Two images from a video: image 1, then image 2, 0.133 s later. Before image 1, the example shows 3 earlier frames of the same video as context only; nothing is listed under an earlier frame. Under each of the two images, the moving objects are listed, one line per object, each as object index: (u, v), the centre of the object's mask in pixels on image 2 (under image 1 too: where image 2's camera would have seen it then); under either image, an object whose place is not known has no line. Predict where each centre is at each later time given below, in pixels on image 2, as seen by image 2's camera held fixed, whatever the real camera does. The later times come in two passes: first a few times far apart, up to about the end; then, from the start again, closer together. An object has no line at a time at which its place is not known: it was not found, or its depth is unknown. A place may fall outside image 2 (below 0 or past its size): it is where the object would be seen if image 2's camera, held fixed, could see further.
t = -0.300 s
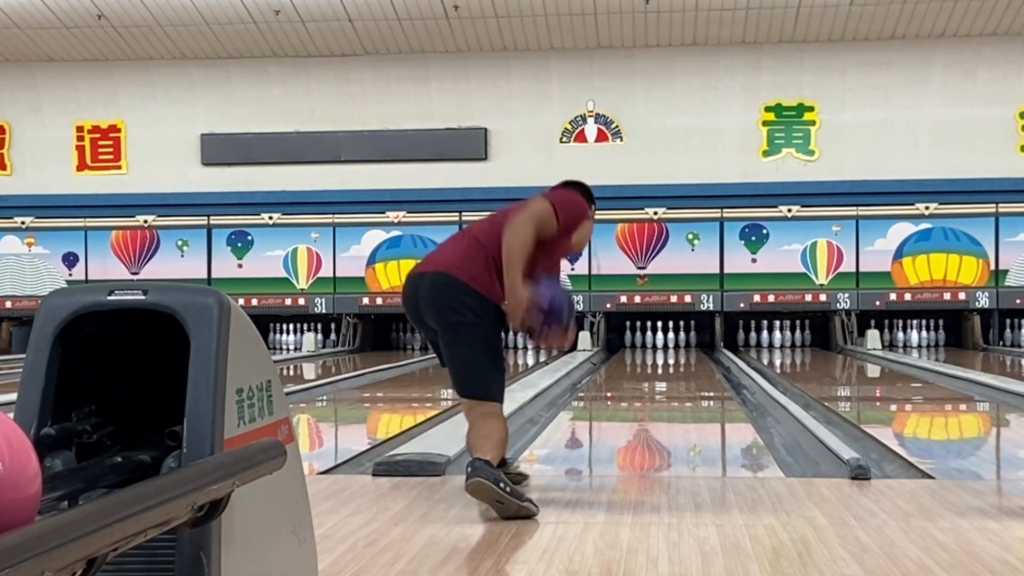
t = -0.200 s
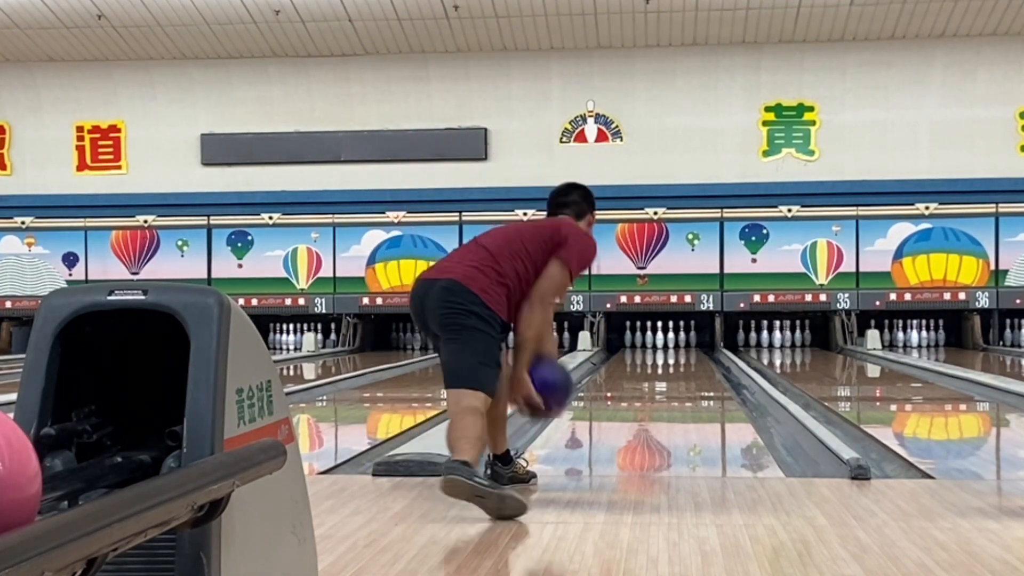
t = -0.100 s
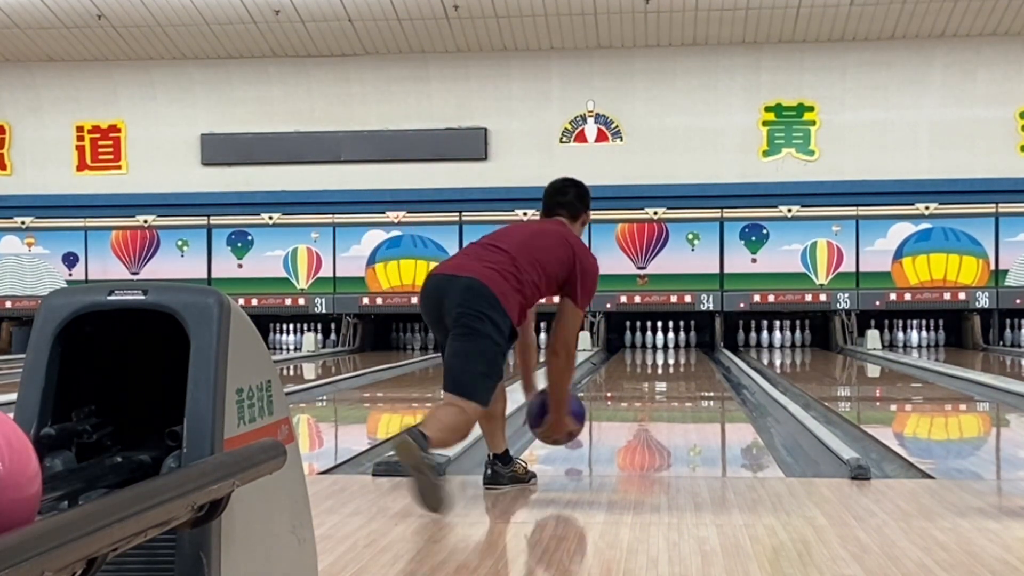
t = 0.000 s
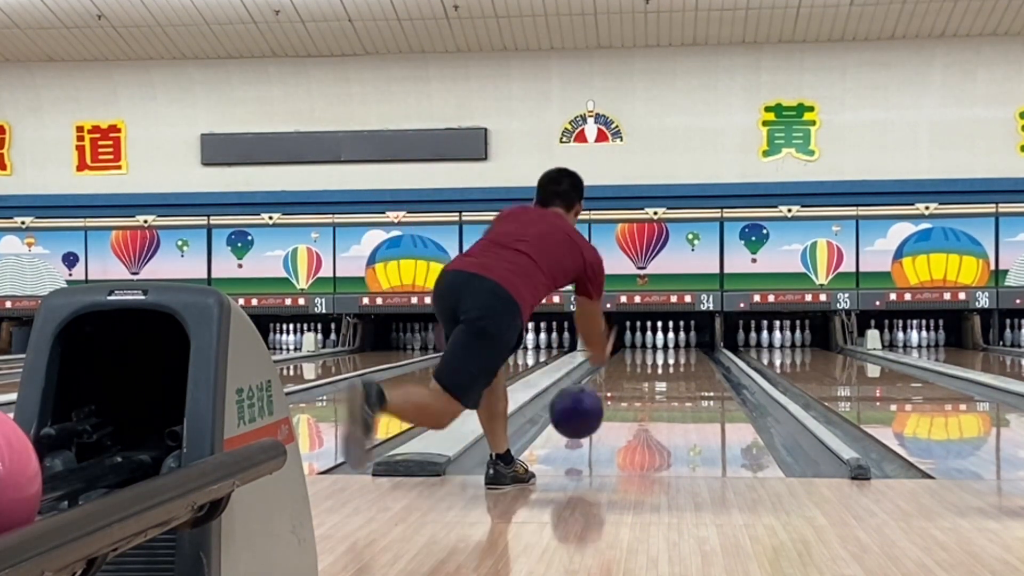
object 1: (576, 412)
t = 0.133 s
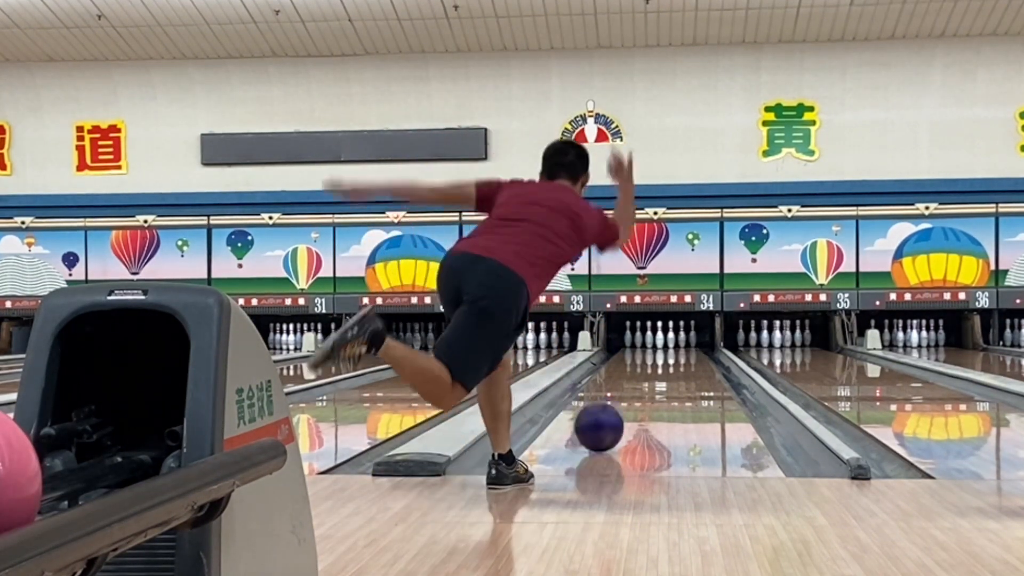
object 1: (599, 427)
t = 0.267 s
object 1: (617, 416)
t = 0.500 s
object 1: (642, 401)
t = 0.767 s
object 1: (664, 388)
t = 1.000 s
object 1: (677, 380)
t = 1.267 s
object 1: (689, 372)
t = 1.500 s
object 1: (696, 365)
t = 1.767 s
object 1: (702, 359)
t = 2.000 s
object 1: (705, 355)
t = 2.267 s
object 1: (705, 351)
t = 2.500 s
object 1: (702, 349)
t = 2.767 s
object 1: (694, 346)
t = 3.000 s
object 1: (686, 344)
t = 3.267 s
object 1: (677, 342)
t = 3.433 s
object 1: (672, 341)
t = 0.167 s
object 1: (604, 422)
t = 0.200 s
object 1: (608, 419)
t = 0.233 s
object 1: (613, 418)
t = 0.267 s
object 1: (617, 416)
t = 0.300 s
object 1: (621, 414)
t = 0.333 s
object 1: (625, 412)
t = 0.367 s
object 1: (629, 410)
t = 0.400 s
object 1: (633, 407)
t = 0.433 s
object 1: (636, 405)
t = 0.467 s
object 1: (639, 403)
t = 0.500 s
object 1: (642, 401)
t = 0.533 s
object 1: (646, 400)
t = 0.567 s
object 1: (649, 398)
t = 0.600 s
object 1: (651, 396)
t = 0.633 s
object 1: (654, 394)
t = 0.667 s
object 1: (657, 393)
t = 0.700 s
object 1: (659, 391)
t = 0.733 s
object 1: (661, 390)
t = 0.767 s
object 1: (664, 388)
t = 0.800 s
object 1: (666, 387)
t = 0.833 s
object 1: (668, 386)
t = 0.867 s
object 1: (670, 384)
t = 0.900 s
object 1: (672, 383)
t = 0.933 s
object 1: (674, 382)
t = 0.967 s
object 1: (675, 381)
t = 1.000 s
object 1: (677, 380)
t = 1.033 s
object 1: (679, 379)
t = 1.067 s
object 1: (680, 378)
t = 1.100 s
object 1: (682, 377)
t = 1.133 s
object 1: (683, 376)
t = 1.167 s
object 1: (685, 374)
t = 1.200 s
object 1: (686, 374)
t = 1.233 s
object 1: (687, 373)
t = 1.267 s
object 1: (689, 372)
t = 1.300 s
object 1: (690, 371)
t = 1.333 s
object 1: (691, 370)
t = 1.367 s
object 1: (692, 369)
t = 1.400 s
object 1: (694, 368)
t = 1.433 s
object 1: (695, 368)
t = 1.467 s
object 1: (695, 366)
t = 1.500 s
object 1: (696, 365)
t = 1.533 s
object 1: (697, 364)
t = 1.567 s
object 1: (698, 363)
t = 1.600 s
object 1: (699, 363)
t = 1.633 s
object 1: (700, 362)
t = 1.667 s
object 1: (700, 361)
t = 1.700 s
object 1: (701, 361)
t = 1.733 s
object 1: (701, 360)
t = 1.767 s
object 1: (702, 359)
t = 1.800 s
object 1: (703, 359)
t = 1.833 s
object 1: (703, 358)
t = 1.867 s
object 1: (704, 357)
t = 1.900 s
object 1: (704, 357)
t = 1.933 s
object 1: (704, 356)
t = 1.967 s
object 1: (705, 356)
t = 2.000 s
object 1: (705, 355)
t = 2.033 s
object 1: (705, 355)
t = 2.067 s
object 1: (705, 354)
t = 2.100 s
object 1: (706, 354)
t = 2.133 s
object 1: (706, 353)
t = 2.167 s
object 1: (706, 353)
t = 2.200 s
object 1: (706, 352)
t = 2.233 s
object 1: (705, 352)
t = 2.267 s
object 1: (705, 351)
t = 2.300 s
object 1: (705, 351)
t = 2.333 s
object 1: (705, 351)
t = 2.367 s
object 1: (704, 350)
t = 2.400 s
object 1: (704, 350)
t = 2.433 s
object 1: (704, 349)
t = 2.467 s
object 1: (703, 349)
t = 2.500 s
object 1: (702, 349)
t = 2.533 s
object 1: (702, 349)
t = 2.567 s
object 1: (701, 349)
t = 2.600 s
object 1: (700, 348)
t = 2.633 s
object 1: (698, 348)
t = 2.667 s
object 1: (698, 348)
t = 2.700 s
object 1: (696, 347)
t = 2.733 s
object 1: (695, 346)
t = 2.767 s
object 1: (694, 346)
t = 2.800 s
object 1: (692, 346)
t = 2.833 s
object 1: (691, 346)
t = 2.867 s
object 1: (690, 346)
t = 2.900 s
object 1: (688, 345)
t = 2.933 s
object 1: (688, 345)
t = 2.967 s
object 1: (686, 345)
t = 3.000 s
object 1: (686, 344)
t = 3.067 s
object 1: (684, 344)
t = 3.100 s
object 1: (683, 343)
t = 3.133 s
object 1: (681, 344)
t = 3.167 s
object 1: (681, 343)
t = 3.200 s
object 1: (680, 343)
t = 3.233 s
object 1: (679, 343)
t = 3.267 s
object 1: (677, 342)
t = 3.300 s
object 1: (676, 342)
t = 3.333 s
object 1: (675, 342)
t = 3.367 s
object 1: (674, 342)
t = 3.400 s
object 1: (673, 341)
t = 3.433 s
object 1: (672, 341)
